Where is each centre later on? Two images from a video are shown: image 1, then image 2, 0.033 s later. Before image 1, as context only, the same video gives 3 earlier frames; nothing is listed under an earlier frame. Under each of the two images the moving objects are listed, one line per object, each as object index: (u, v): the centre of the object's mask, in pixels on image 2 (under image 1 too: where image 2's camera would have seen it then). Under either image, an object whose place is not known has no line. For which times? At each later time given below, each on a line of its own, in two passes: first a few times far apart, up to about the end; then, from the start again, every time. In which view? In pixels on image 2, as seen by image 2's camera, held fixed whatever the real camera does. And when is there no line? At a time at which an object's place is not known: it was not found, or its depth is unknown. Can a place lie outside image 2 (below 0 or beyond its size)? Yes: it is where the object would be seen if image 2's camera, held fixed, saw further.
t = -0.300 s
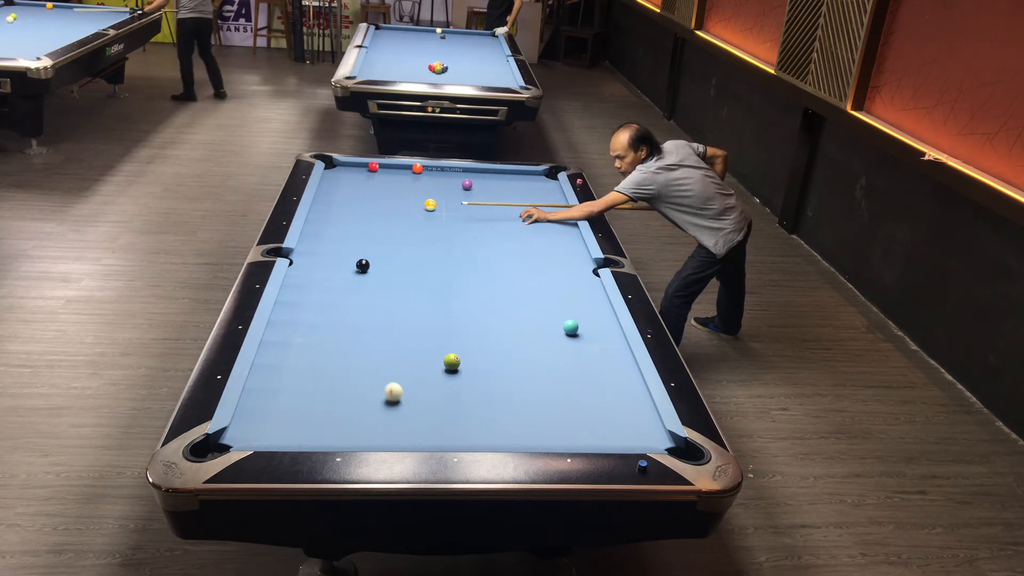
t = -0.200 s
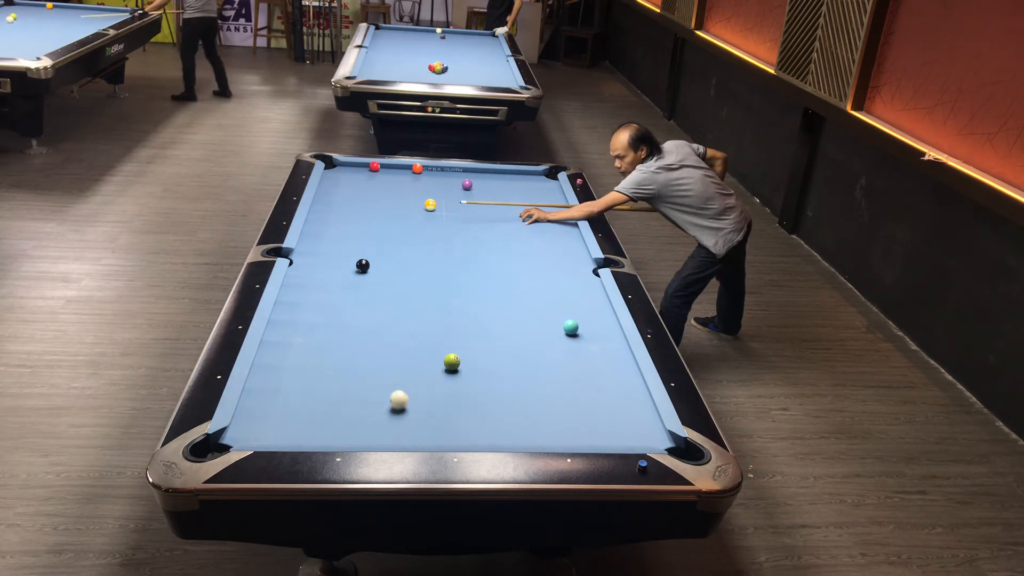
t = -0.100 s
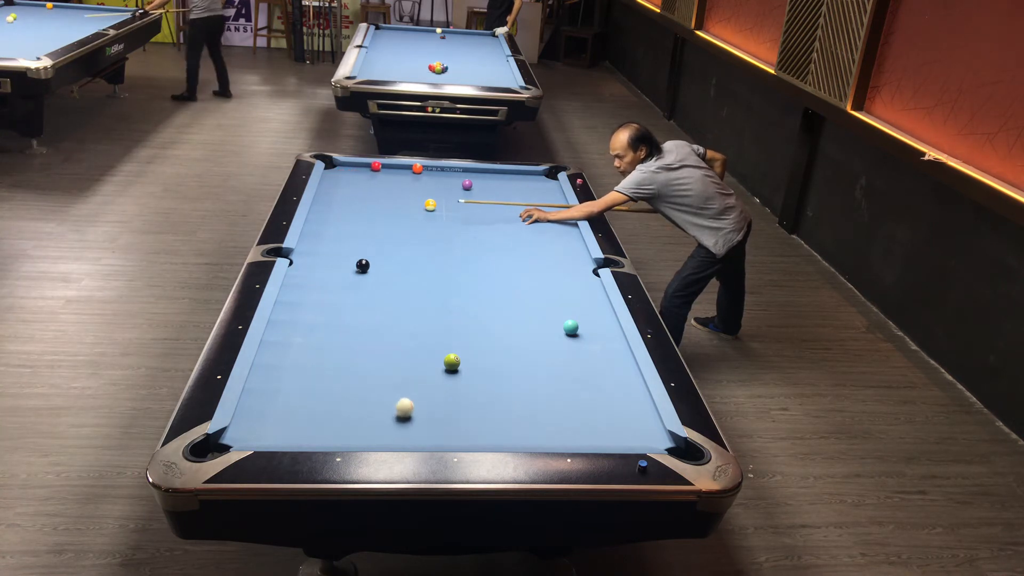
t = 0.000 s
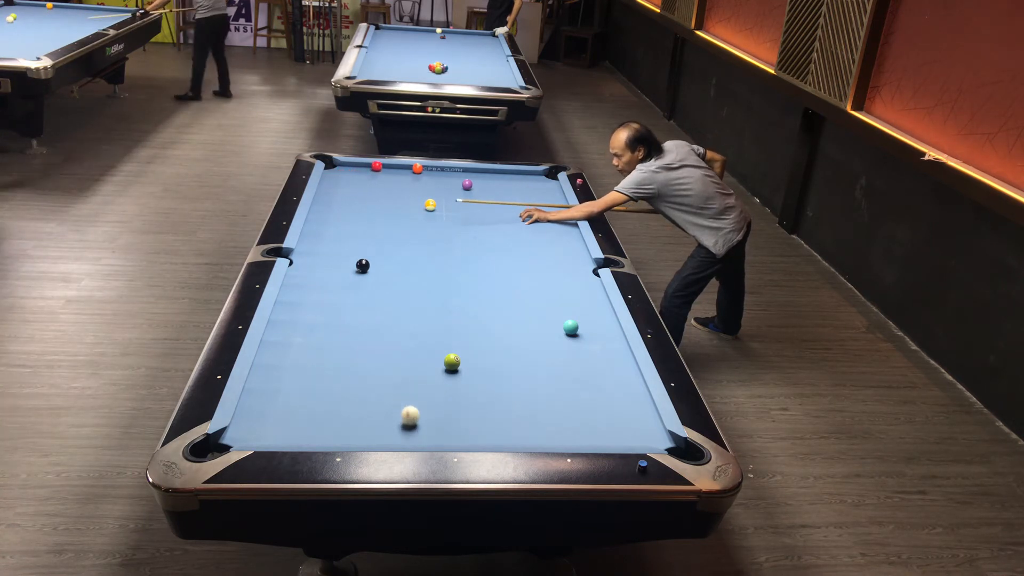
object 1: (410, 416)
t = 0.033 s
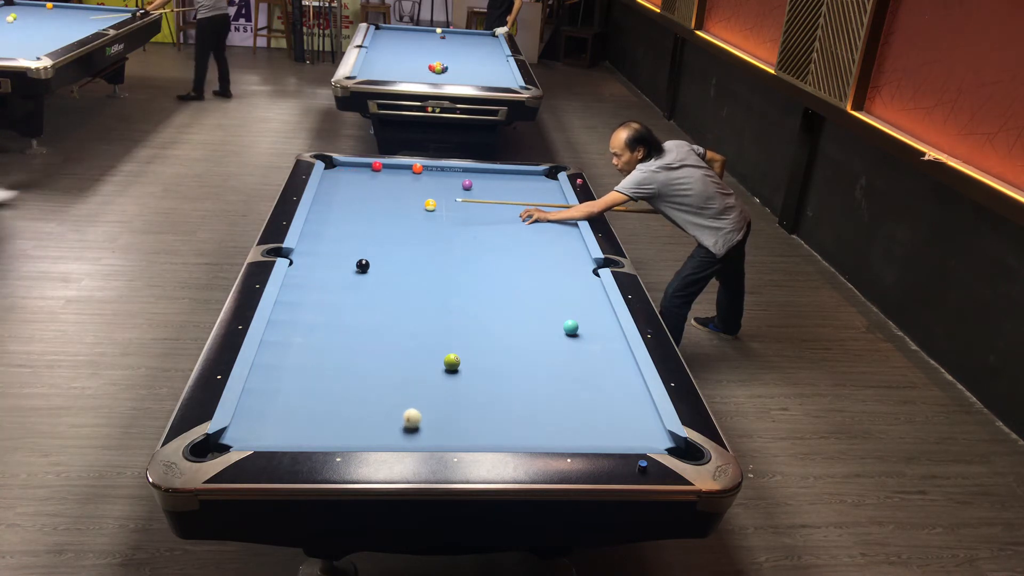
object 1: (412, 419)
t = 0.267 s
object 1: (425, 435)
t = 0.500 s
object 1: (438, 433)
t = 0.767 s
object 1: (452, 422)
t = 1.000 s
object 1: (462, 414)
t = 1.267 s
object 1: (472, 406)
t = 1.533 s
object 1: (481, 399)
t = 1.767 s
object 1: (487, 395)
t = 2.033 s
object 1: (492, 390)
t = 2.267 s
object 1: (496, 387)
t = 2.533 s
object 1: (499, 384)
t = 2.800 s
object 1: (501, 383)
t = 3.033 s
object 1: (502, 382)
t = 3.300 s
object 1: (503, 381)
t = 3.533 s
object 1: (503, 381)
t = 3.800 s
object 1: (503, 381)
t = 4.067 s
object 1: (503, 381)
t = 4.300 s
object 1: (503, 381)
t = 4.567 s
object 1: (503, 381)
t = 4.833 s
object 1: (503, 381)
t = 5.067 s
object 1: (503, 381)
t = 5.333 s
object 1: (503, 381)
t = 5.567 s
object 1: (503, 381)
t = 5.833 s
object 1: (502, 382)
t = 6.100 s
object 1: (503, 382)
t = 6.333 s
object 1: (503, 382)
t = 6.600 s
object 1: (503, 381)
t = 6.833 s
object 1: (503, 381)
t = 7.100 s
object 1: (503, 381)
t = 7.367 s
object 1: (503, 381)
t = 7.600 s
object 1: (503, 381)
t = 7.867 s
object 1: (503, 381)
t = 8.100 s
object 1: (502, 381)
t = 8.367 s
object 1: (502, 381)
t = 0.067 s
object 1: (414, 421)
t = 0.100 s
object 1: (416, 424)
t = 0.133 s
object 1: (417, 426)
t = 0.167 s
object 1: (419, 429)
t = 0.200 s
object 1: (421, 431)
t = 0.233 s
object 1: (423, 434)
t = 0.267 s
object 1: (425, 435)
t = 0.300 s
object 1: (427, 437)
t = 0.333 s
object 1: (429, 437)
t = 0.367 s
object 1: (431, 436)
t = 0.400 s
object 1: (433, 435)
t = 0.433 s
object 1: (435, 434)
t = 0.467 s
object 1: (436, 434)
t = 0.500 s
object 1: (438, 433)
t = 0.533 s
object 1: (440, 431)
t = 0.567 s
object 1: (442, 429)
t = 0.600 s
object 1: (444, 428)
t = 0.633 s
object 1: (445, 427)
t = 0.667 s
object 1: (447, 426)
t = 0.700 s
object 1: (448, 424)
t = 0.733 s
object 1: (450, 423)
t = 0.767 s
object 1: (452, 422)
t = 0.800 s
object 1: (454, 421)
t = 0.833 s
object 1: (455, 420)
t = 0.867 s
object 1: (456, 418)
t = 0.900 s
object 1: (458, 417)
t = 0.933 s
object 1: (459, 416)
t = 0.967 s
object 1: (461, 415)
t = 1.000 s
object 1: (462, 414)
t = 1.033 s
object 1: (463, 413)
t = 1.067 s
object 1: (465, 412)
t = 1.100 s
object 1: (466, 411)
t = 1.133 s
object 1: (467, 410)
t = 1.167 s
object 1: (469, 409)
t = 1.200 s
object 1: (470, 408)
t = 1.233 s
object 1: (471, 407)
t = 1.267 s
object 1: (472, 406)
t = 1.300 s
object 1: (474, 405)
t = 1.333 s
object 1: (475, 404)
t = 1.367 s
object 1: (476, 403)
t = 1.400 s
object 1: (477, 402)
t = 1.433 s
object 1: (478, 402)
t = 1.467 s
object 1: (479, 401)
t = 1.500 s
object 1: (480, 400)
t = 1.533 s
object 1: (481, 399)
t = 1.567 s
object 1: (482, 399)
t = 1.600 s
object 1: (483, 398)
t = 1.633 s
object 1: (484, 397)
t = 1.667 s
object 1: (484, 397)
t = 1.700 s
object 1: (485, 396)
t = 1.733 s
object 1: (486, 395)
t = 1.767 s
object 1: (487, 395)
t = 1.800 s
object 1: (488, 394)
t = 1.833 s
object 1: (488, 393)
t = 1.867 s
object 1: (489, 393)
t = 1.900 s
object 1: (490, 392)
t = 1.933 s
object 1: (490, 392)
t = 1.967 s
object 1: (491, 391)
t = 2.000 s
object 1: (492, 391)
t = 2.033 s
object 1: (492, 390)
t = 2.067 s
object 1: (493, 390)
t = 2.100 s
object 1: (493, 389)
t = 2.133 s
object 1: (494, 389)
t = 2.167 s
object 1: (495, 388)
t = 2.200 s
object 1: (495, 388)
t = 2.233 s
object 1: (495, 387)
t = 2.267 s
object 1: (496, 387)
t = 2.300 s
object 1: (496, 387)
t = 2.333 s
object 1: (497, 386)
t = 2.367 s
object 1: (497, 386)
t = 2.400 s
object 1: (498, 385)
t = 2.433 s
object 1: (498, 385)
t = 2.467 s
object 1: (498, 385)
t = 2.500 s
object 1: (499, 385)
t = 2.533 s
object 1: (499, 384)
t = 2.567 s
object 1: (500, 384)
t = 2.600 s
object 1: (500, 384)
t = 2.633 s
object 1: (500, 383)
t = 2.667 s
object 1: (500, 383)
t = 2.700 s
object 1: (501, 383)
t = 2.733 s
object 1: (501, 383)
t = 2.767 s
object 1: (501, 383)
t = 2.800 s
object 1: (501, 383)
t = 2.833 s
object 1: (501, 382)
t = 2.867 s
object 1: (502, 382)
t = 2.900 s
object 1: (502, 382)
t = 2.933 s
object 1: (502, 382)
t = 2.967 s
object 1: (502, 382)
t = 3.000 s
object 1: (502, 382)
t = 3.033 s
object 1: (502, 382)
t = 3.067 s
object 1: (502, 382)
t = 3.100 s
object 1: (502, 382)
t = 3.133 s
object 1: (503, 382)
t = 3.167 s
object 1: (503, 382)
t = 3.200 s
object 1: (503, 381)
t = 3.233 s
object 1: (503, 381)
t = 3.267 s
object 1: (503, 381)
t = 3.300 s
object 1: (503, 381)
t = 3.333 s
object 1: (503, 381)
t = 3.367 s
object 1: (503, 381)
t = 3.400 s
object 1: (503, 381)
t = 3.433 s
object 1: (503, 381)
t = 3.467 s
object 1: (503, 381)
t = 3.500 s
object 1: (503, 381)
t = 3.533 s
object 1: (503, 381)
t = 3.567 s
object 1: (503, 381)
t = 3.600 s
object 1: (503, 381)
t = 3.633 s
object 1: (503, 381)
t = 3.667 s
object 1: (503, 381)
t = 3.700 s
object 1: (503, 381)
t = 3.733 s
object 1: (503, 381)
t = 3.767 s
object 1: (503, 381)
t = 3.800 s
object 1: (503, 381)
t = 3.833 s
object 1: (503, 381)
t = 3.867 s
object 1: (503, 381)
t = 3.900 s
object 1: (503, 381)
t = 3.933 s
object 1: (503, 381)
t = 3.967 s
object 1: (503, 381)
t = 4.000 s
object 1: (503, 381)
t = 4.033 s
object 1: (503, 381)
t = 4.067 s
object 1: (503, 381)
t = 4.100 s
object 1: (503, 381)
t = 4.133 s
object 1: (503, 381)
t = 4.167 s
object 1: (503, 381)
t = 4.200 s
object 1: (503, 381)
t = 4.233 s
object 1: (503, 381)
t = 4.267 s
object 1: (503, 381)
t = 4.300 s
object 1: (503, 381)
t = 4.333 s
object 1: (503, 381)
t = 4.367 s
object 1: (503, 381)
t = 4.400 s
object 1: (503, 381)
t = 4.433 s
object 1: (503, 381)
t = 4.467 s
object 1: (503, 381)
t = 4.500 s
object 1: (503, 381)
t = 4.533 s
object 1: (503, 381)
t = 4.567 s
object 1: (503, 381)
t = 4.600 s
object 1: (503, 381)
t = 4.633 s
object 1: (503, 381)
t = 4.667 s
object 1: (503, 381)
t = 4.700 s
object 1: (503, 381)
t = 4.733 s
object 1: (503, 381)
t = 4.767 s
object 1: (503, 381)
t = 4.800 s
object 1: (503, 381)
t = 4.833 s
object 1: (503, 381)
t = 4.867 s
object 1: (503, 381)
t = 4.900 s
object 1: (503, 381)
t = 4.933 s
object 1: (503, 381)
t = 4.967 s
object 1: (503, 381)
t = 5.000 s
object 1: (503, 381)
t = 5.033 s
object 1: (503, 381)
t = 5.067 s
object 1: (503, 381)
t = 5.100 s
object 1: (503, 381)
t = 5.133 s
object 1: (503, 381)
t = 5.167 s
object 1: (503, 381)
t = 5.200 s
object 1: (503, 381)
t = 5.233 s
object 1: (503, 381)
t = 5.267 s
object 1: (503, 381)
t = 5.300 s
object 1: (503, 381)
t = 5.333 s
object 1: (503, 381)
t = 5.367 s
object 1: (503, 381)
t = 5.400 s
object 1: (503, 381)
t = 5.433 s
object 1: (503, 381)
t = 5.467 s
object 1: (503, 381)
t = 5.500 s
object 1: (503, 381)
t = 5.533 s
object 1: (503, 381)
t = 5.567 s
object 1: (503, 381)
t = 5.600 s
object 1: (503, 381)
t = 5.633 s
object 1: (503, 381)
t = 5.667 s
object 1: (503, 381)
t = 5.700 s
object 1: (503, 381)
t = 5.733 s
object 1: (503, 381)
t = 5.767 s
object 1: (503, 381)
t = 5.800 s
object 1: (502, 381)
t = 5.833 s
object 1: (502, 382)
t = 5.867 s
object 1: (502, 381)
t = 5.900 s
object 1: (502, 381)
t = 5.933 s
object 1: (501, 381)
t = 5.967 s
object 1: (502, 381)
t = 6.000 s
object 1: (502, 381)
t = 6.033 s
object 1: (503, 381)
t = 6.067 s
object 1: (503, 382)
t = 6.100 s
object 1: (503, 382)
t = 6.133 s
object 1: (503, 382)
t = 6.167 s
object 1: (503, 382)
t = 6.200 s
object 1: (503, 381)
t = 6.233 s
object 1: (503, 381)
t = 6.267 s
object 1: (503, 382)
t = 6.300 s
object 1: (503, 382)
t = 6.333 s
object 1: (503, 382)
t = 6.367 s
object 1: (503, 382)
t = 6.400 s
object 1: (503, 382)
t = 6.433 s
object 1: (503, 382)
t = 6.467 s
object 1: (503, 382)
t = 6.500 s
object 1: (503, 382)
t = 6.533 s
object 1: (503, 382)
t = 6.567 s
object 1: (503, 382)
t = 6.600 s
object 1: (503, 381)
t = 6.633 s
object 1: (503, 382)
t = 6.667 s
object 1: (503, 381)
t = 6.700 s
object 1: (503, 381)
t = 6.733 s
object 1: (503, 381)
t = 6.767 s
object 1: (503, 381)
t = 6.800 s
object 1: (503, 381)
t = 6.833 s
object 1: (503, 381)
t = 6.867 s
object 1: (503, 381)
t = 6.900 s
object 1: (503, 381)
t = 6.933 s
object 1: (503, 381)
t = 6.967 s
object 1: (503, 381)
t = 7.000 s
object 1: (503, 381)
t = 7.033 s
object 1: (503, 381)
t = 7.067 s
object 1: (503, 381)
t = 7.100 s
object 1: (503, 381)
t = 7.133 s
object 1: (503, 381)
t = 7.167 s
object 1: (503, 381)
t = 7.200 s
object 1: (503, 381)
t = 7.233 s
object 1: (503, 381)
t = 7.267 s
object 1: (503, 381)
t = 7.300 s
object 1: (503, 381)
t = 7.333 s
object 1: (503, 381)
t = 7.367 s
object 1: (503, 381)
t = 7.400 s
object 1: (503, 381)
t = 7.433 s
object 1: (503, 381)
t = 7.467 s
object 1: (503, 381)
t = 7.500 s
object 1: (503, 381)
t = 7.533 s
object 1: (503, 381)
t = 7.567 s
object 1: (503, 381)
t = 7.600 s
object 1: (503, 381)
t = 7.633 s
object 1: (503, 381)
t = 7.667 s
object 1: (503, 381)
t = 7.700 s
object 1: (503, 381)
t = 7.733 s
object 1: (503, 381)
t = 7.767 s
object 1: (503, 381)
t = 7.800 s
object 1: (502, 381)
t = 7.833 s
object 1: (503, 381)
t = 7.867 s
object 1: (503, 381)
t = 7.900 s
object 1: (503, 381)
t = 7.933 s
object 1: (502, 381)
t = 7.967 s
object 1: (503, 381)
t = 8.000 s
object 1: (503, 381)
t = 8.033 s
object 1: (502, 381)
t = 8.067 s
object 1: (502, 381)
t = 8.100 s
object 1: (502, 381)
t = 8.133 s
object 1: (502, 381)
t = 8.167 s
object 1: (502, 381)
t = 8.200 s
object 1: (502, 381)
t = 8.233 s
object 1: (503, 381)
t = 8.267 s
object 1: (503, 381)
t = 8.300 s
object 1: (503, 381)
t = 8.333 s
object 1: (503, 381)
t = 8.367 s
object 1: (502, 381)
